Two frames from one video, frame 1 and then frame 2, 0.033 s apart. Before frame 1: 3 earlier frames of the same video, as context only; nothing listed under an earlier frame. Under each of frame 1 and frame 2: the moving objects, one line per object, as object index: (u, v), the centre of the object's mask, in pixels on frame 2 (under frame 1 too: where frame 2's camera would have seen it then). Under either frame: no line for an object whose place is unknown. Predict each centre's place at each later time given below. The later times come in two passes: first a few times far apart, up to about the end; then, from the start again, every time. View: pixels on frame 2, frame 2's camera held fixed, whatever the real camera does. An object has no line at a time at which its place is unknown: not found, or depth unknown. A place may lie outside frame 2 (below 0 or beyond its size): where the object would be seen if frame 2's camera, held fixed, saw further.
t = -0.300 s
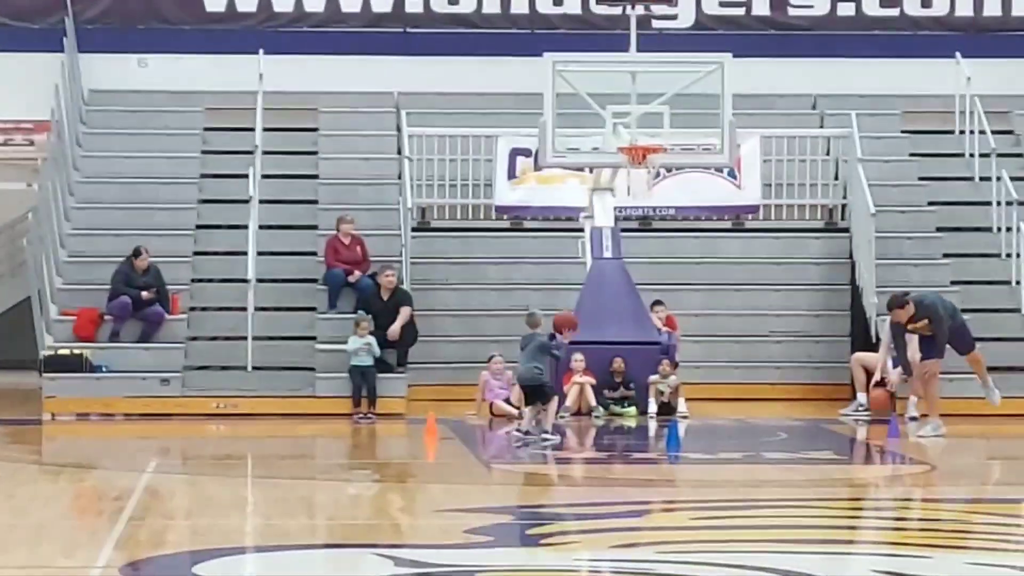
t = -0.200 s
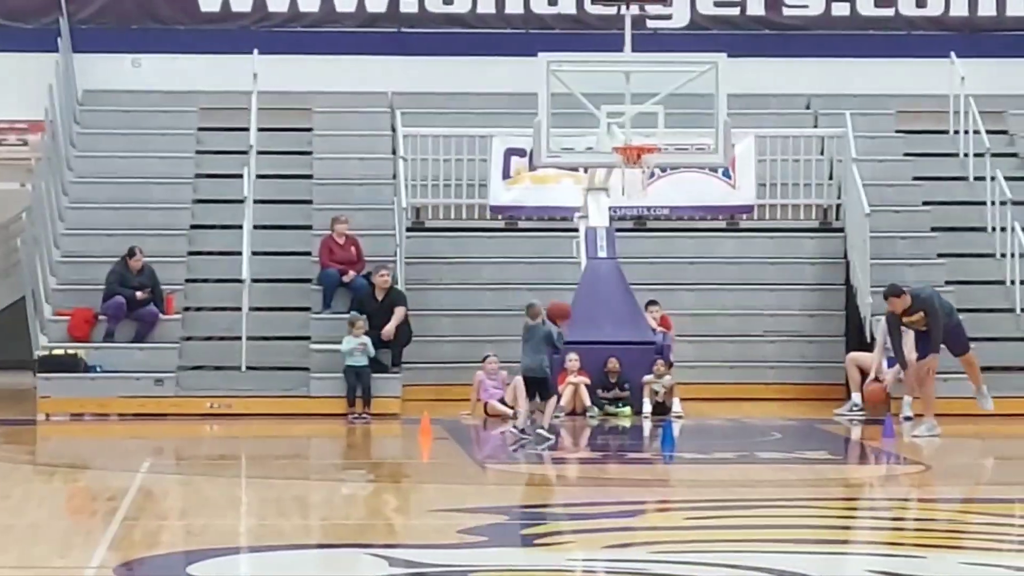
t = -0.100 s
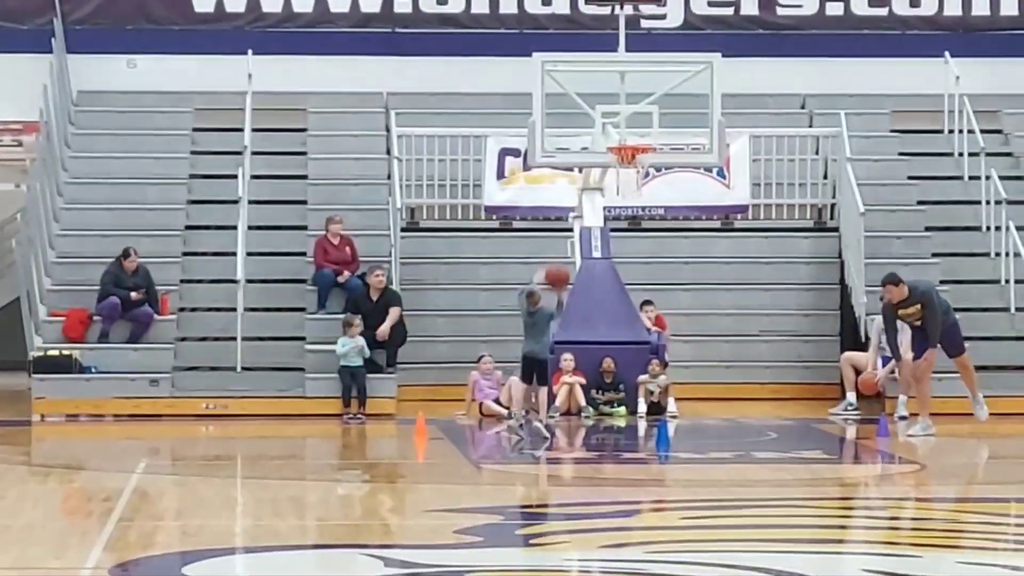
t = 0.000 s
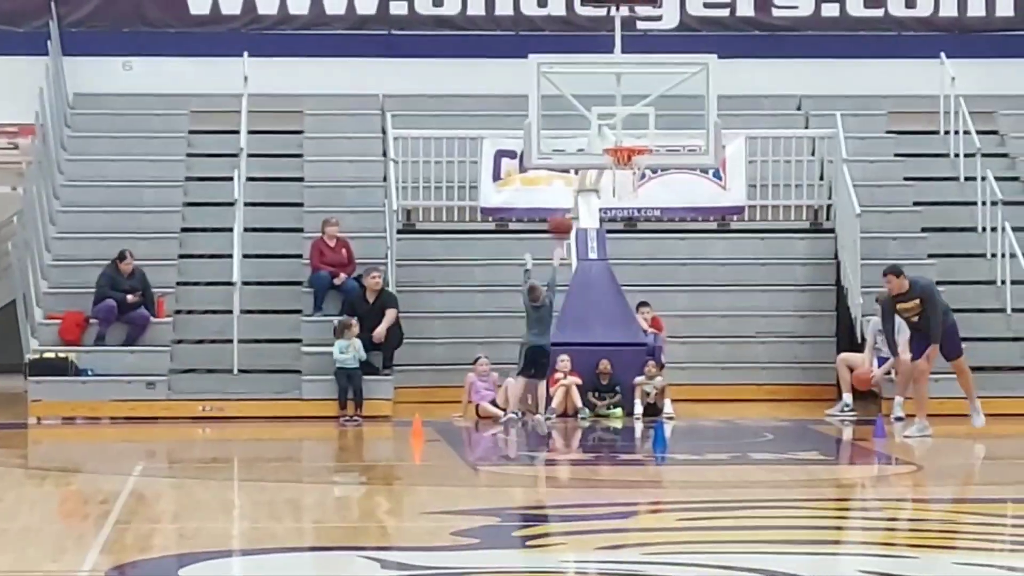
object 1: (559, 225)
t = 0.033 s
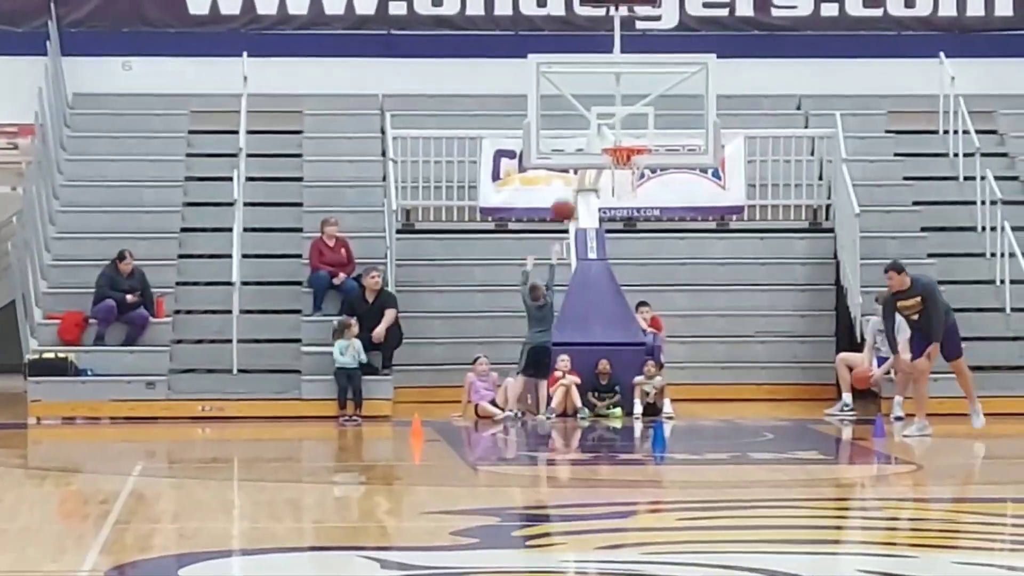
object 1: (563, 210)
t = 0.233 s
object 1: (576, 142)
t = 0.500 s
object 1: (594, 117)
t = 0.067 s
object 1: (565, 195)
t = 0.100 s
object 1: (567, 182)
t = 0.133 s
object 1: (570, 170)
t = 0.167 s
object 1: (572, 160)
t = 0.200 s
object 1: (574, 150)
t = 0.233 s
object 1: (576, 142)
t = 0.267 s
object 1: (579, 135)
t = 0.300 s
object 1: (581, 128)
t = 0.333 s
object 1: (583, 124)
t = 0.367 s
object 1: (586, 120)
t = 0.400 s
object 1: (588, 118)
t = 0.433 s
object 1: (590, 117)
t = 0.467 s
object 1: (592, 116)
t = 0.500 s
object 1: (594, 117)
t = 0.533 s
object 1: (596, 118)
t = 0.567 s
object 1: (598, 121)
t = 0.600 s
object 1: (600, 126)
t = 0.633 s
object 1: (602, 131)
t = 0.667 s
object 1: (605, 136)
